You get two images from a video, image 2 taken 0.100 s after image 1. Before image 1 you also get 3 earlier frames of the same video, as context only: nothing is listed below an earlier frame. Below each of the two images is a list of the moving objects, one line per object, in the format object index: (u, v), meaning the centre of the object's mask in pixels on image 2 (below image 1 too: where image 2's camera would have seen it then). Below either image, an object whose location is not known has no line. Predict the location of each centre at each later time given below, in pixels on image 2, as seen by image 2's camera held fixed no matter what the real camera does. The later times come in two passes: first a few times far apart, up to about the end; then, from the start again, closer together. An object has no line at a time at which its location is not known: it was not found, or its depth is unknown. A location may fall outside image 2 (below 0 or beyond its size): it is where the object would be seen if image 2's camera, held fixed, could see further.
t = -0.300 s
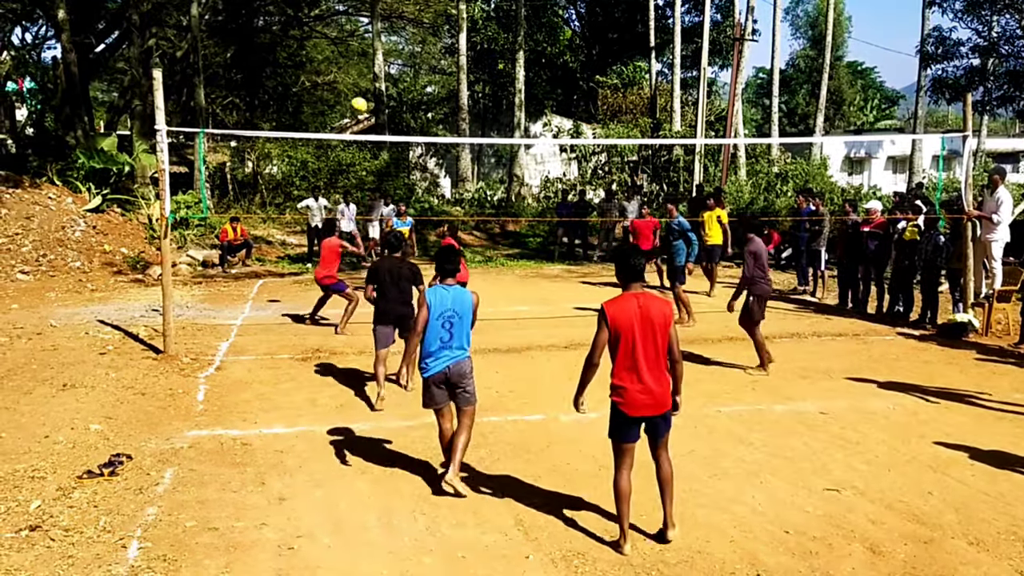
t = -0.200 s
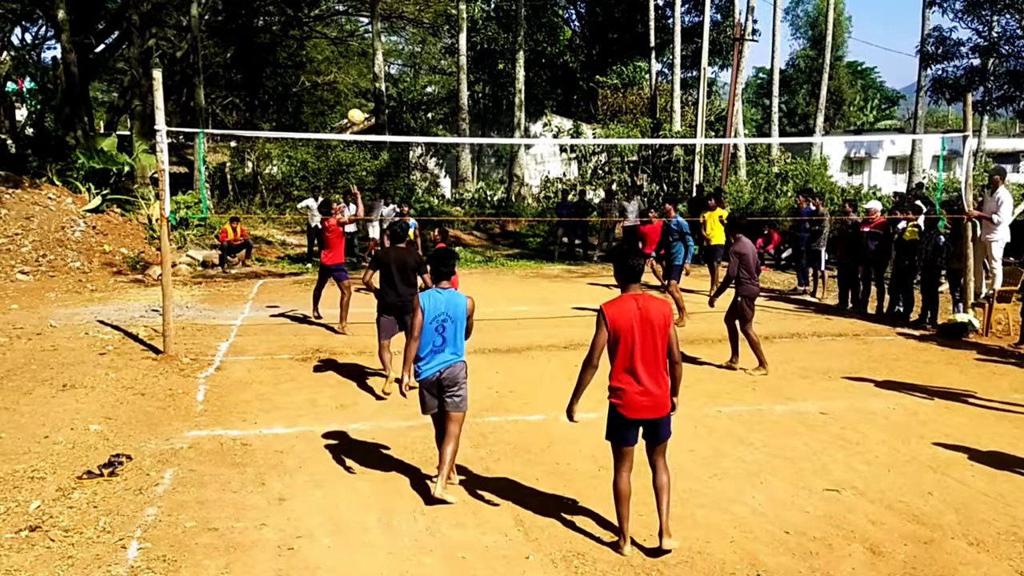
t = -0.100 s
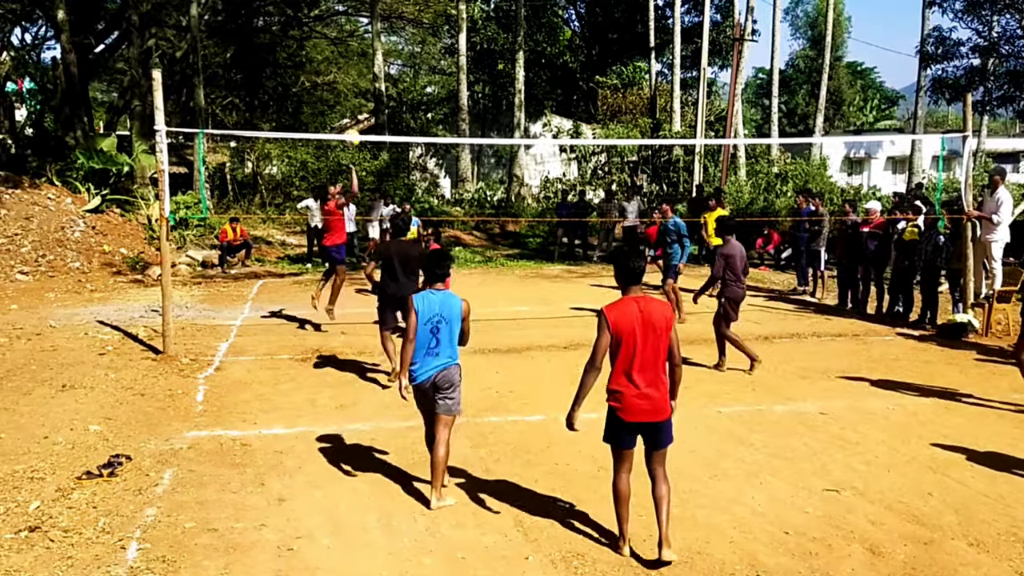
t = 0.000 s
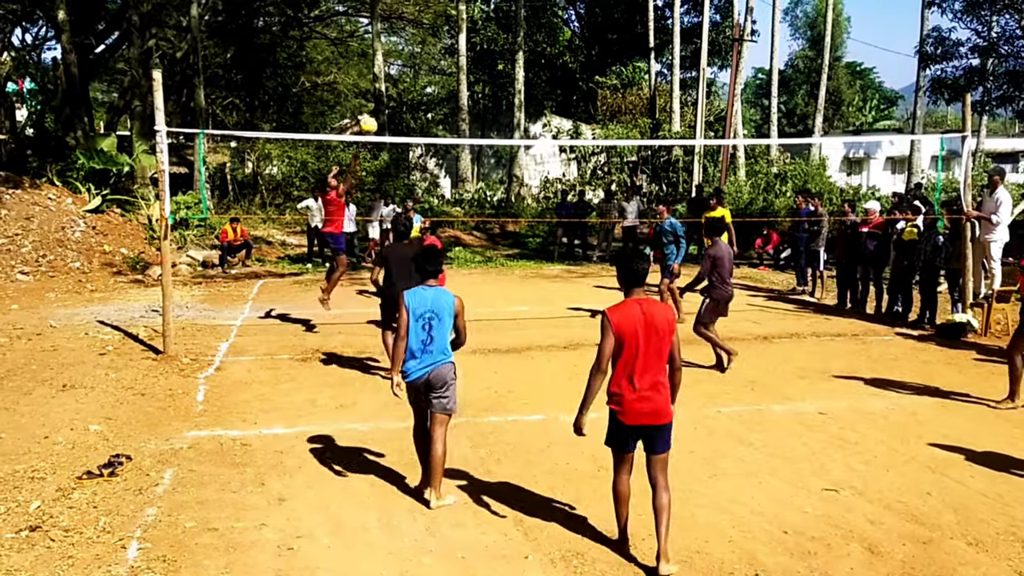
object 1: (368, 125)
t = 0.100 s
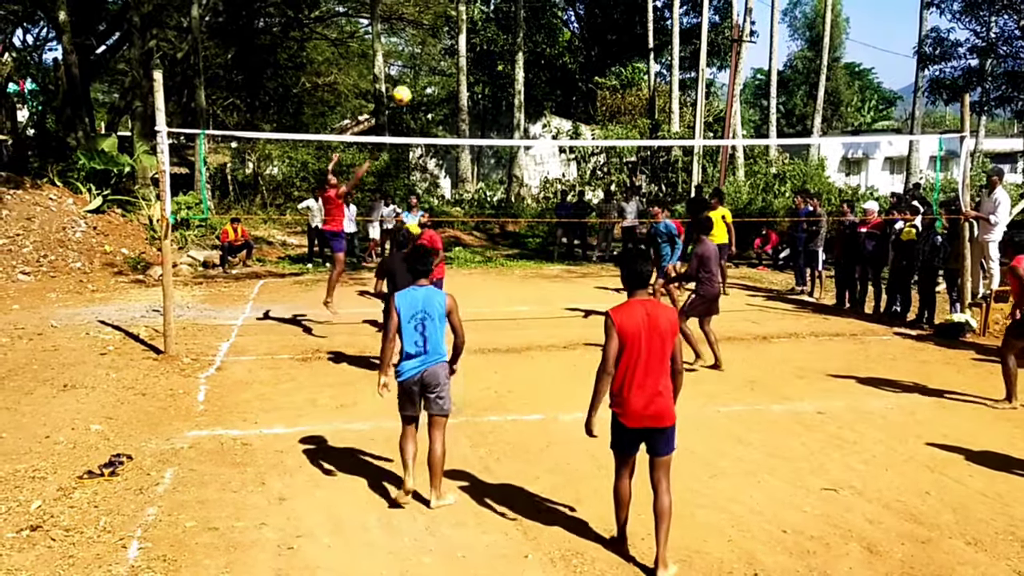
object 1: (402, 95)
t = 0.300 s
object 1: (477, 53)
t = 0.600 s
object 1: (612, 58)
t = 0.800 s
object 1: (720, 121)
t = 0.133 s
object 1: (413, 85)
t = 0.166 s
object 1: (425, 78)
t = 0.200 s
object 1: (438, 70)
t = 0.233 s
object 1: (451, 64)
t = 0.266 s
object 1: (464, 58)
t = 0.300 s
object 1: (477, 53)
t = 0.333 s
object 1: (490, 49)
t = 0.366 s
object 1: (504, 46)
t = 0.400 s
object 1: (519, 44)
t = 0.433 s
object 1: (534, 44)
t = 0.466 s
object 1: (549, 45)
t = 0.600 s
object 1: (612, 58)
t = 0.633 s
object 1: (630, 65)
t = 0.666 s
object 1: (648, 72)
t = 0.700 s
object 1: (666, 82)
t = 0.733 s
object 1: (683, 94)
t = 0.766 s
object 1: (702, 106)
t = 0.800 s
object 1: (720, 121)
